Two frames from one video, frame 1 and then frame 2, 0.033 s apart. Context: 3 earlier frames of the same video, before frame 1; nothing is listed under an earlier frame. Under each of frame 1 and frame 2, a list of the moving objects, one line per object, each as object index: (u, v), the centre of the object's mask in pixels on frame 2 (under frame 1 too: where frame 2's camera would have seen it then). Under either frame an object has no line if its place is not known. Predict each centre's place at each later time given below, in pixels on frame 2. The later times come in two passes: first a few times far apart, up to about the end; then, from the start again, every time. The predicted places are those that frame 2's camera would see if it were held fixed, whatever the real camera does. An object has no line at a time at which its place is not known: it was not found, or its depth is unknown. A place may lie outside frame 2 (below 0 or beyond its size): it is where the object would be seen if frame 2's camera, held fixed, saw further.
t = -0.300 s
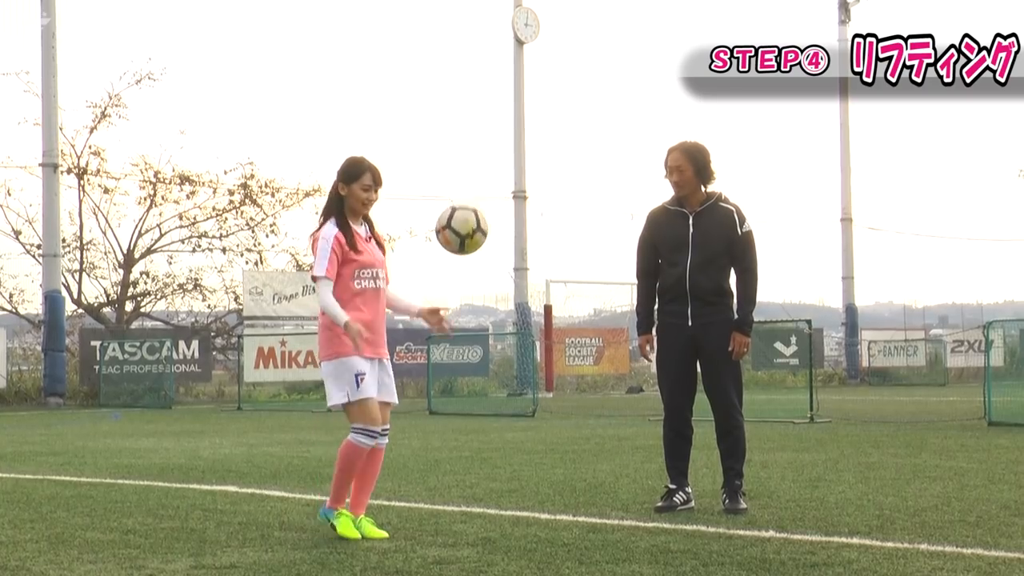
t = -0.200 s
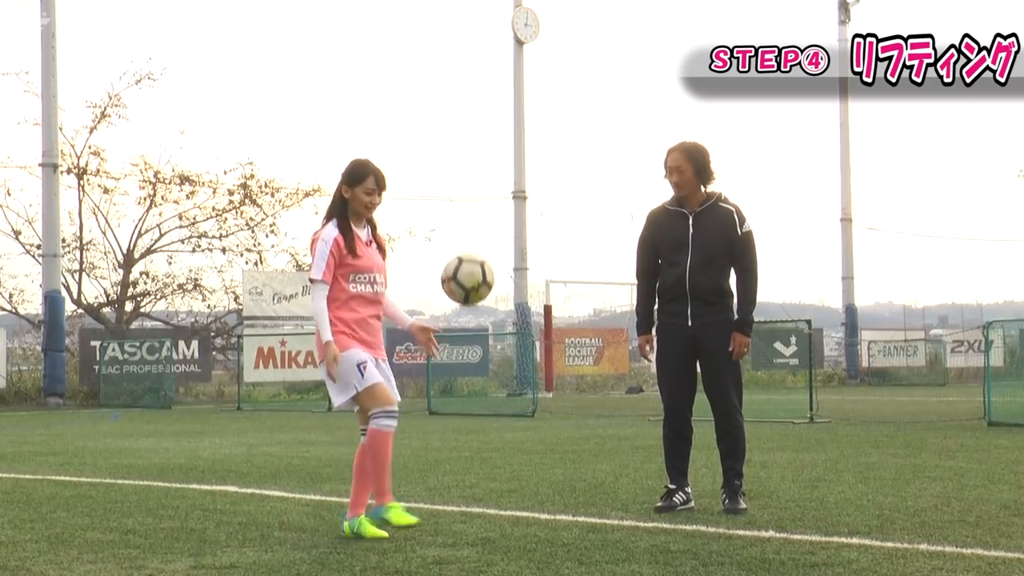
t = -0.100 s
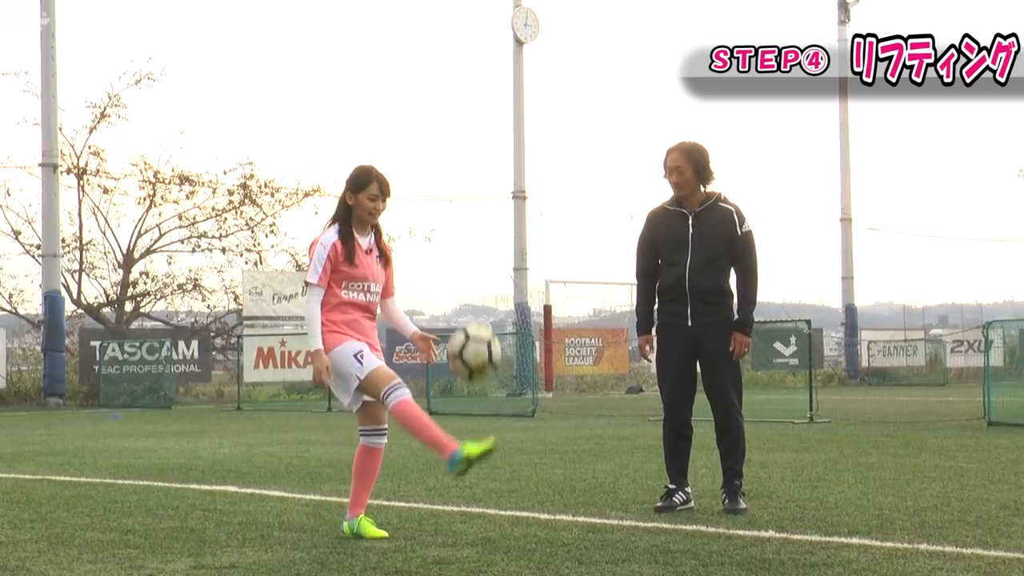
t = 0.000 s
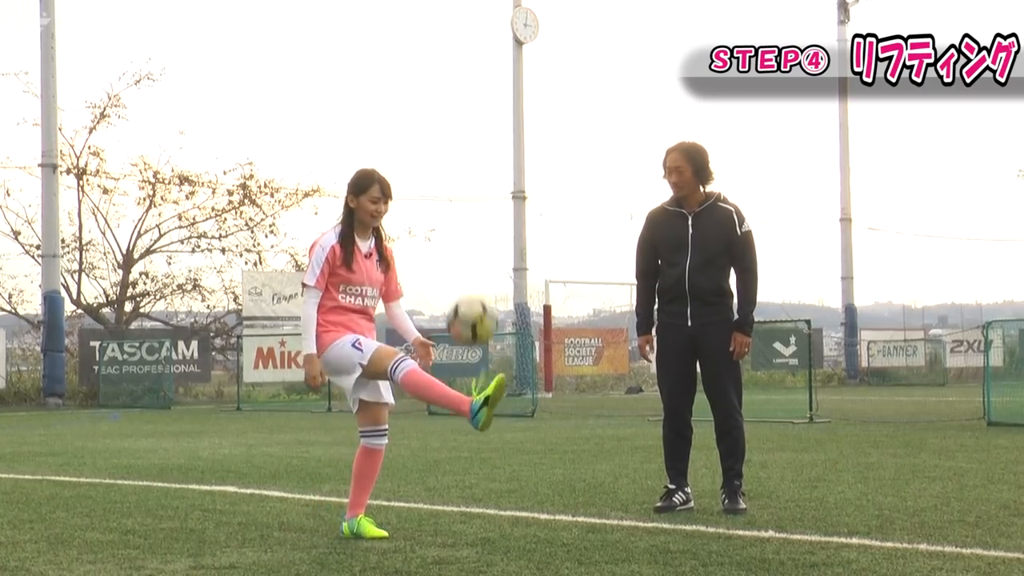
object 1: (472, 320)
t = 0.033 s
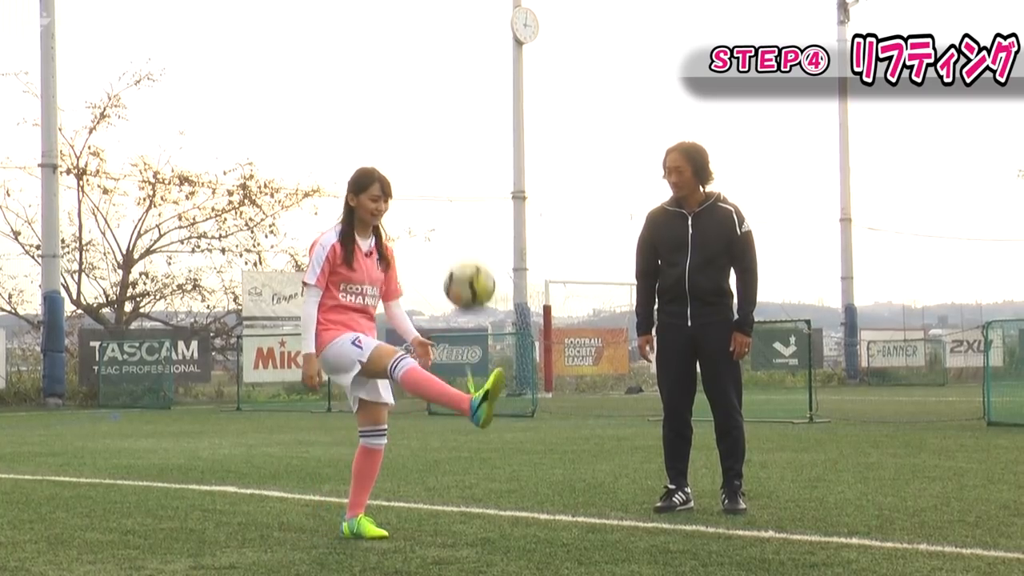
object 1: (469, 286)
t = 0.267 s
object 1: (454, 118)
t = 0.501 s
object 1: (441, 78)
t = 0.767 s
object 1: (429, 176)
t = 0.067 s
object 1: (467, 253)
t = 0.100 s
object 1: (465, 224)
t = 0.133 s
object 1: (463, 197)
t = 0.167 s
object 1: (461, 174)
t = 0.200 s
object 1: (458, 152)
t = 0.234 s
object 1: (456, 134)
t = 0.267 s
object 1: (454, 118)
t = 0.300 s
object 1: (452, 105)
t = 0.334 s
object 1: (450, 94)
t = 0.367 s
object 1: (448, 85)
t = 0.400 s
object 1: (446, 80)
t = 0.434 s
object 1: (444, 77)
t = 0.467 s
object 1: (443, 76)
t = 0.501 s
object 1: (441, 78)
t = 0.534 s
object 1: (439, 82)
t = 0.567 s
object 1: (438, 88)
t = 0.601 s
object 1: (436, 97)
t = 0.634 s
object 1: (435, 108)
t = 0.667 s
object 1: (433, 122)
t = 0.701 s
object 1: (432, 138)
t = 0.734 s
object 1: (430, 156)
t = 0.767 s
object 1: (429, 176)
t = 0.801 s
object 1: (428, 199)
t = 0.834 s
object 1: (426, 224)
